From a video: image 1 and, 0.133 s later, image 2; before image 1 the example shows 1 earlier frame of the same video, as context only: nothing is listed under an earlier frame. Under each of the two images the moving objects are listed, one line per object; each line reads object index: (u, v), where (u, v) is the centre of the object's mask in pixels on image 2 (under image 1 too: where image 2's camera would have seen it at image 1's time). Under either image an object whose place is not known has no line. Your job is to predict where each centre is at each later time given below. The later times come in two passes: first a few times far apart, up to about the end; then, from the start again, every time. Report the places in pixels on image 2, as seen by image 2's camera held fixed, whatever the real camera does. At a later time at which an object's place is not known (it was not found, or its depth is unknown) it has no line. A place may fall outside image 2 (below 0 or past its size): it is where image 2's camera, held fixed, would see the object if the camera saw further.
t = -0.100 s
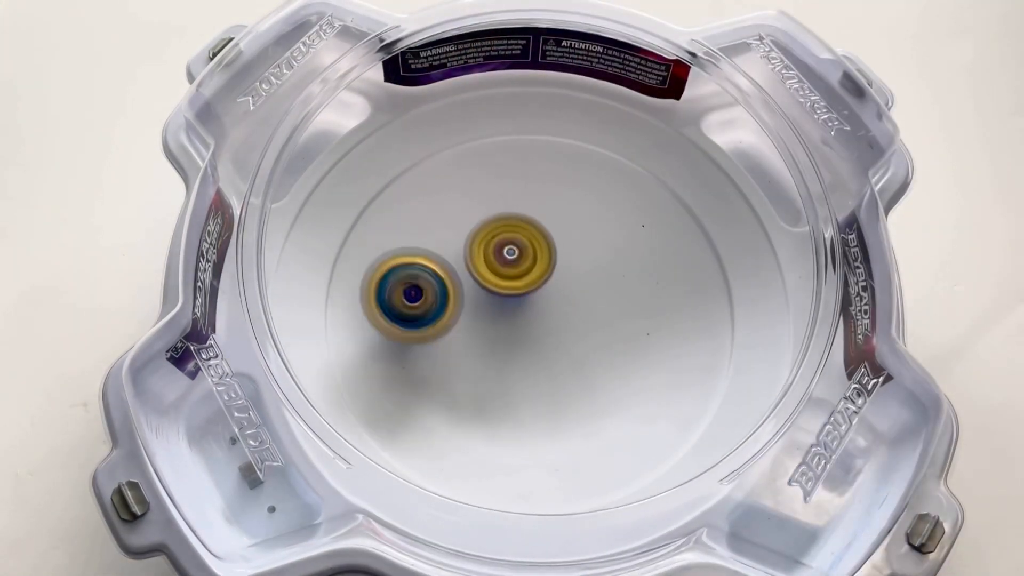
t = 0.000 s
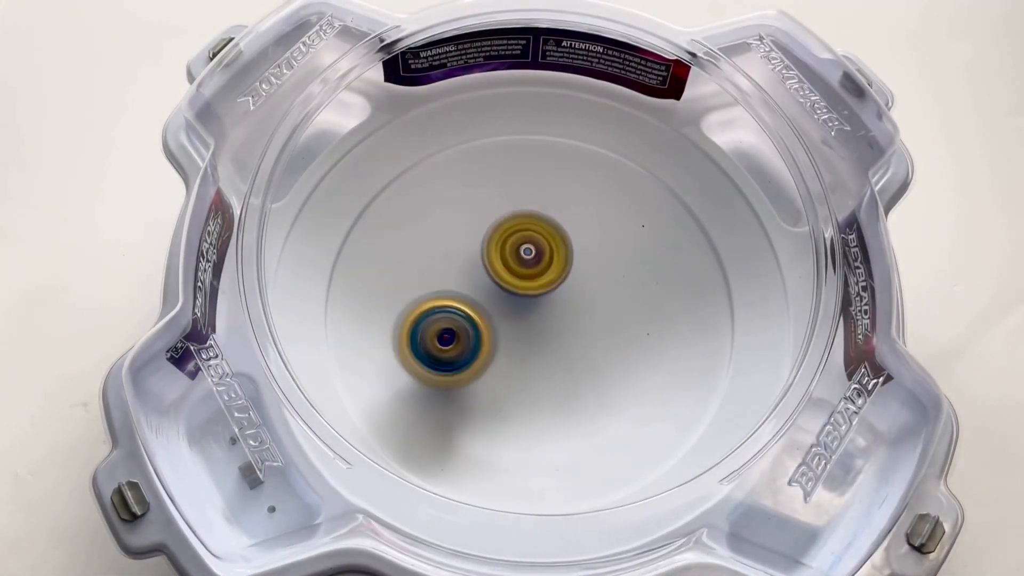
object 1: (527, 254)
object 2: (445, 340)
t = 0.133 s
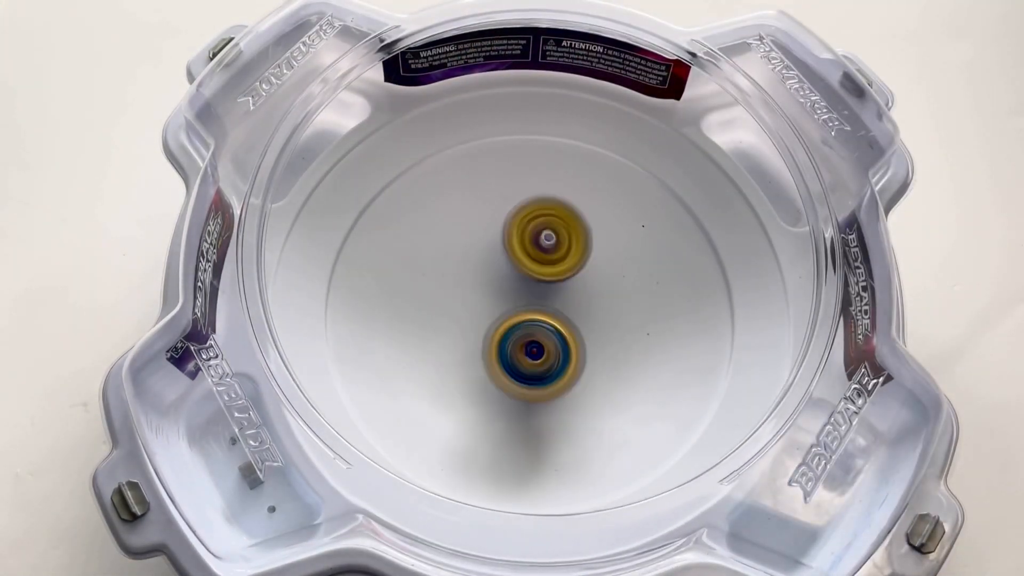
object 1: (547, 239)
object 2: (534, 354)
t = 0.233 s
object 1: (561, 174)
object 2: (580, 364)
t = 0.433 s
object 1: (522, 135)
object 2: (617, 250)
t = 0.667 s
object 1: (420, 176)
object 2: (517, 282)
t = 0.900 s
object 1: (474, 315)
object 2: (567, 402)
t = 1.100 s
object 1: (533, 255)
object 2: (743, 348)
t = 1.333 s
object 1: (536, 230)
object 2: (712, 307)
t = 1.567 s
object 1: (471, 219)
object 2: (597, 363)
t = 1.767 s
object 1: (405, 272)
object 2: (568, 422)
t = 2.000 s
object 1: (494, 326)
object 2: (557, 450)
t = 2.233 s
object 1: (522, 214)
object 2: (544, 456)
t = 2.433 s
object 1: (500, 176)
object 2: (507, 380)
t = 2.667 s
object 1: (502, 242)
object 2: (419, 314)
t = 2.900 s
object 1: (584, 324)
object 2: (414, 303)
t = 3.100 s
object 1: (655, 337)
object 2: (463, 276)
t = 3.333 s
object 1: (636, 304)
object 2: (510, 226)
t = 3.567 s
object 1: (530, 359)
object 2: (545, 179)
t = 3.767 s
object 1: (499, 434)
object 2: (542, 179)
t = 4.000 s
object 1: (485, 430)
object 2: (561, 257)
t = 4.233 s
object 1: (474, 346)
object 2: (600, 329)
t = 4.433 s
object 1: (467, 258)
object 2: (612, 369)
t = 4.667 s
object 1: (469, 202)
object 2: (585, 386)
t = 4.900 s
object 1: (500, 209)
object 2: (519, 375)
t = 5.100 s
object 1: (559, 257)
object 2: (465, 349)
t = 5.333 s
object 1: (625, 314)
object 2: (437, 311)
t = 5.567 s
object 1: (640, 344)
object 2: (455, 272)
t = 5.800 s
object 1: (577, 357)
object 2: (500, 242)
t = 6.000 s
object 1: (496, 357)
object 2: (548, 237)
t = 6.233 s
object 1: (434, 344)
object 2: (591, 258)
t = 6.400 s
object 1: (432, 324)
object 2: (606, 286)
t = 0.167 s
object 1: (554, 216)
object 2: (549, 365)
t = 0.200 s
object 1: (559, 194)
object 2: (563, 368)
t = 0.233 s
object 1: (561, 174)
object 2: (580, 364)
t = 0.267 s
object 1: (560, 157)
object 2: (596, 354)
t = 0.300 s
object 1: (555, 144)
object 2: (613, 337)
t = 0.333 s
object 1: (548, 134)
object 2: (623, 318)
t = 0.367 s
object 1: (540, 128)
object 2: (630, 296)
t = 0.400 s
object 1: (531, 131)
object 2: (626, 272)
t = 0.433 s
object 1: (522, 135)
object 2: (617, 250)
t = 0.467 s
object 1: (513, 142)
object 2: (600, 229)
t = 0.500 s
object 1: (505, 151)
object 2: (579, 214)
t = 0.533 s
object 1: (483, 140)
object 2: (568, 221)
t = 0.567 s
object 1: (463, 134)
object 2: (558, 236)
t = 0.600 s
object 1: (446, 142)
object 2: (544, 251)
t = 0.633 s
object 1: (432, 158)
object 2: (529, 267)
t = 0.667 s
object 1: (420, 176)
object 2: (517, 282)
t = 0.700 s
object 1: (413, 194)
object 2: (511, 298)
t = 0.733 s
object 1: (411, 214)
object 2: (508, 316)
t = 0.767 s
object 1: (415, 238)
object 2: (510, 334)
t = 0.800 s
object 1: (425, 263)
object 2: (516, 352)
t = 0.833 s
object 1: (440, 287)
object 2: (526, 365)
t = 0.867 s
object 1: (459, 308)
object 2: (540, 378)
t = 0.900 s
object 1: (474, 315)
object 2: (567, 402)
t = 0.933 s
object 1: (482, 306)
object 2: (617, 435)
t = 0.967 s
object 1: (492, 296)
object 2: (662, 443)
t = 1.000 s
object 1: (504, 286)
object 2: (687, 412)
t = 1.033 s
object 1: (516, 275)
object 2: (707, 387)
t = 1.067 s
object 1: (525, 265)
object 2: (726, 365)
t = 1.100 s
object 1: (533, 255)
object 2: (743, 348)
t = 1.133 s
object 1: (539, 247)
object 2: (753, 332)
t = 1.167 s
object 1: (543, 239)
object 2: (758, 322)
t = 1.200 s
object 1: (543, 233)
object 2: (758, 316)
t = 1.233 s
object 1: (543, 229)
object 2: (753, 312)
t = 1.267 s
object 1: (542, 227)
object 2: (744, 310)
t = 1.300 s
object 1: (539, 227)
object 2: (731, 309)
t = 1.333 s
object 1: (536, 230)
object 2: (712, 307)
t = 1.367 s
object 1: (534, 233)
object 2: (691, 304)
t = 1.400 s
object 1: (531, 237)
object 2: (666, 301)
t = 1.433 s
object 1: (529, 243)
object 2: (641, 301)
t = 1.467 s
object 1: (528, 250)
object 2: (616, 303)
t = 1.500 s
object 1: (516, 240)
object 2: (605, 319)
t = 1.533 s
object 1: (494, 227)
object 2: (603, 344)
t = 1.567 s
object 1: (471, 219)
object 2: (597, 363)
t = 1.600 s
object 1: (451, 216)
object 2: (589, 378)
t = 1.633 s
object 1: (434, 218)
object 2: (583, 392)
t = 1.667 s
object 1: (419, 225)
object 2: (580, 403)
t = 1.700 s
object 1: (410, 238)
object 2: (576, 412)
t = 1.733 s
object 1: (404, 254)
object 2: (571, 418)
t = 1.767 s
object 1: (405, 272)
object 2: (568, 422)
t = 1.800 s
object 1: (411, 290)
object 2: (565, 425)
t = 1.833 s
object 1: (421, 309)
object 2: (561, 428)
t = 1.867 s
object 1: (434, 324)
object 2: (557, 430)
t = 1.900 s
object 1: (451, 337)
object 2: (552, 429)
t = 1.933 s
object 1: (469, 346)
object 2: (549, 428)
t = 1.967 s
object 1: (487, 344)
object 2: (550, 433)
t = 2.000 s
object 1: (494, 326)
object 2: (557, 450)
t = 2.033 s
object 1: (502, 308)
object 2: (561, 462)
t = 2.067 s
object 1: (508, 288)
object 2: (560, 468)
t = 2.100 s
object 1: (515, 271)
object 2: (560, 469)
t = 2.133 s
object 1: (518, 253)
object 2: (557, 468)
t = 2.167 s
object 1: (521, 239)
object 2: (553, 466)
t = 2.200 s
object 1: (522, 225)
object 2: (548, 462)
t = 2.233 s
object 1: (522, 214)
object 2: (544, 456)
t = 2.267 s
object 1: (520, 202)
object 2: (539, 445)
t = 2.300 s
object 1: (517, 193)
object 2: (534, 434)
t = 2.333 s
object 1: (513, 185)
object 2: (530, 423)
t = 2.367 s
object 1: (509, 179)
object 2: (525, 409)
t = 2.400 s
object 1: (503, 176)
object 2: (517, 394)
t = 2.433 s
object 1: (500, 176)
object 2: (507, 380)
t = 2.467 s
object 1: (495, 179)
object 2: (497, 368)
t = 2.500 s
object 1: (493, 185)
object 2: (485, 355)
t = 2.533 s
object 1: (492, 194)
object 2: (470, 343)
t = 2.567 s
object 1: (490, 204)
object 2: (455, 334)
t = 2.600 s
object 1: (493, 217)
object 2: (442, 325)
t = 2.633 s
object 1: (496, 229)
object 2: (429, 318)
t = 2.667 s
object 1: (502, 242)
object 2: (419, 314)
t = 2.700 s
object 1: (509, 257)
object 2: (413, 310)
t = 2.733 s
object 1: (520, 269)
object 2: (406, 307)
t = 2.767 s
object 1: (531, 283)
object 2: (401, 307)
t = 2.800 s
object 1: (542, 294)
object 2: (402, 306)
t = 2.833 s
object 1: (556, 305)
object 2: (403, 305)
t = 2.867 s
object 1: (569, 316)
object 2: (408, 305)
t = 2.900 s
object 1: (584, 324)
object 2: (414, 303)
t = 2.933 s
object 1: (597, 331)
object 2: (421, 300)
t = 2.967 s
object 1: (610, 335)
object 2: (430, 297)
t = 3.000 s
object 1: (623, 338)
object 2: (438, 292)
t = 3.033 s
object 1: (635, 340)
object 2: (447, 288)
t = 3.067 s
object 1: (645, 339)
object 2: (457, 282)
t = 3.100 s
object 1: (655, 337)
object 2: (463, 276)
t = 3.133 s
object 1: (661, 334)
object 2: (472, 270)
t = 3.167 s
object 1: (665, 328)
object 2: (477, 261)
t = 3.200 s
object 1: (667, 324)
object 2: (484, 254)
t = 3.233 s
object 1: (663, 318)
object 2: (491, 243)
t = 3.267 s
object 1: (658, 311)
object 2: (497, 237)
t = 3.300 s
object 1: (649, 308)
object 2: (505, 231)
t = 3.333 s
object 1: (636, 304)
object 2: (510, 226)
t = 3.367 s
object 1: (623, 301)
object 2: (517, 224)
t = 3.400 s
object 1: (608, 301)
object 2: (522, 220)
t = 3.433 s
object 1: (591, 301)
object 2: (528, 220)
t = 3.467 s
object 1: (575, 303)
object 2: (534, 217)
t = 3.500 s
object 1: (558, 317)
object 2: (539, 206)
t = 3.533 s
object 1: (542, 339)
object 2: (543, 189)
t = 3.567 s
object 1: (530, 359)
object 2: (545, 179)
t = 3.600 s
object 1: (518, 378)
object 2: (545, 171)
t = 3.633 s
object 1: (509, 395)
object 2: (545, 168)
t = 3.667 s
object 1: (503, 407)
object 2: (544, 166)
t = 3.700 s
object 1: (499, 419)
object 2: (543, 169)
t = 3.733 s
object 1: (498, 427)
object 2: (542, 172)
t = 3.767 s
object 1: (499, 434)
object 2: (542, 179)
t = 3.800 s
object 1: (500, 439)
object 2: (541, 186)
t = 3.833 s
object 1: (501, 442)
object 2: (544, 197)
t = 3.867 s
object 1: (500, 444)
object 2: (545, 208)
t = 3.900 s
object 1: (498, 443)
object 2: (549, 220)
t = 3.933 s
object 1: (494, 441)
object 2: (552, 233)
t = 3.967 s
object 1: (490, 436)
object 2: (556, 244)
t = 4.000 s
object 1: (485, 430)
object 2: (561, 257)
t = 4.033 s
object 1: (480, 423)
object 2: (567, 268)
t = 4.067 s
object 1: (478, 414)
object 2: (573, 281)
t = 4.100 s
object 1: (479, 403)
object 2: (577, 291)
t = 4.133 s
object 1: (478, 390)
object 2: (585, 300)
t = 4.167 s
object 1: (476, 377)
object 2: (590, 311)
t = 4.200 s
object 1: (475, 362)
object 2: (595, 319)
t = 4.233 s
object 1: (474, 346)
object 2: (600, 329)
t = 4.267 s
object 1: (473, 330)
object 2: (603, 335)
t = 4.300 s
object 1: (471, 315)
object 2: (608, 343)
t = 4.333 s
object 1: (469, 299)
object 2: (610, 351)
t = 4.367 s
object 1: (468, 285)
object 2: (612, 357)
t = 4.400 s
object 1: (467, 271)
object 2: (613, 365)
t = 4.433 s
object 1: (467, 258)
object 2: (612, 369)
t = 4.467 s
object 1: (466, 247)
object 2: (612, 373)
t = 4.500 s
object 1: (465, 237)
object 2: (610, 377)
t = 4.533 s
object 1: (466, 227)
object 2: (607, 380)
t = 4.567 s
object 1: (466, 219)
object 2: (603, 383)
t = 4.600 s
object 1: (467, 212)
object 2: (597, 385)
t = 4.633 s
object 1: (467, 206)
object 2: (591, 385)
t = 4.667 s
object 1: (469, 202)
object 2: (585, 386)
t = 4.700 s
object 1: (471, 199)
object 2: (576, 386)
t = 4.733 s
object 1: (474, 196)
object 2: (568, 385)
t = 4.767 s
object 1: (477, 196)
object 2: (559, 385)
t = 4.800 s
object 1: (482, 198)
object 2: (548, 383)
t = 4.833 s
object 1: (487, 200)
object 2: (540, 380)
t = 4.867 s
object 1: (493, 204)
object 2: (530, 378)
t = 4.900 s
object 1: (500, 209)
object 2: (519, 375)
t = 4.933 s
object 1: (508, 215)
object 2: (510, 371)
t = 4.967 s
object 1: (518, 222)
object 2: (501, 368)
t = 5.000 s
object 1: (527, 230)
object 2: (490, 364)
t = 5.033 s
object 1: (538, 239)
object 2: (481, 359)
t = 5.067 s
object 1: (548, 248)
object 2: (473, 354)
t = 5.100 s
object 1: (559, 257)
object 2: (465, 349)
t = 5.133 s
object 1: (569, 265)
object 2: (458, 343)
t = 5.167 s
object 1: (580, 274)
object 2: (453, 337)
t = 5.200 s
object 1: (591, 283)
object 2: (448, 333)
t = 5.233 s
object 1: (601, 291)
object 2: (443, 328)
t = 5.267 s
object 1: (610, 299)
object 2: (440, 322)
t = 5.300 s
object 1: (618, 307)
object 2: (439, 317)
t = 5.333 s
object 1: (625, 314)
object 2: (437, 311)
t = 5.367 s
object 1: (631, 320)
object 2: (436, 305)
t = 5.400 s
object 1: (636, 325)
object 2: (438, 299)
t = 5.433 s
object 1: (639, 330)
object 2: (440, 294)
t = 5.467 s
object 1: (642, 334)
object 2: (442, 288)
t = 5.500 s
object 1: (643, 338)
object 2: (445, 282)
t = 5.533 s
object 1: (642, 341)
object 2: (450, 276)
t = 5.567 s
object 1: (640, 344)
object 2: (455, 272)
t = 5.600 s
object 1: (635, 346)
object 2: (459, 267)
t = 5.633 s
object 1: (629, 348)
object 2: (465, 261)
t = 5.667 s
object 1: (621, 350)
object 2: (473, 256)
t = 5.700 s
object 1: (612, 351)
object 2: (479, 252)
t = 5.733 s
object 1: (601, 353)
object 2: (486, 249)
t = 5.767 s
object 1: (589, 355)
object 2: (492, 246)
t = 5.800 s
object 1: (577, 357)
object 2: (500, 242)
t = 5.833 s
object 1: (563, 358)
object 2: (509, 241)
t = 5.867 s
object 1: (549, 358)
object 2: (517, 239)
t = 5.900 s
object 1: (535, 359)
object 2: (524, 237)
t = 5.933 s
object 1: (521, 358)
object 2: (532, 236)
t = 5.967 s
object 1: (508, 358)
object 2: (540, 236)
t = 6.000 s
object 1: (496, 357)
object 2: (548, 237)
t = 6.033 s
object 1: (484, 356)
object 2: (554, 239)
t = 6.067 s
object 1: (472, 354)
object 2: (560, 240)
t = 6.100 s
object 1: (462, 352)
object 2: (567, 242)
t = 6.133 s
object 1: (453, 351)
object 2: (574, 244)
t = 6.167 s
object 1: (445, 348)
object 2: (581, 248)
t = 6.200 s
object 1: (439, 346)
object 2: (586, 253)
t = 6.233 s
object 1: (434, 344)
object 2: (591, 258)
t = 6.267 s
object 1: (430, 341)
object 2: (594, 262)
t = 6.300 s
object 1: (428, 337)
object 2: (598, 267)
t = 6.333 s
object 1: (428, 333)
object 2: (602, 273)
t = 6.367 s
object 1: (429, 329)
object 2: (605, 280)
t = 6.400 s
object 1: (432, 324)
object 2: (606, 286)
